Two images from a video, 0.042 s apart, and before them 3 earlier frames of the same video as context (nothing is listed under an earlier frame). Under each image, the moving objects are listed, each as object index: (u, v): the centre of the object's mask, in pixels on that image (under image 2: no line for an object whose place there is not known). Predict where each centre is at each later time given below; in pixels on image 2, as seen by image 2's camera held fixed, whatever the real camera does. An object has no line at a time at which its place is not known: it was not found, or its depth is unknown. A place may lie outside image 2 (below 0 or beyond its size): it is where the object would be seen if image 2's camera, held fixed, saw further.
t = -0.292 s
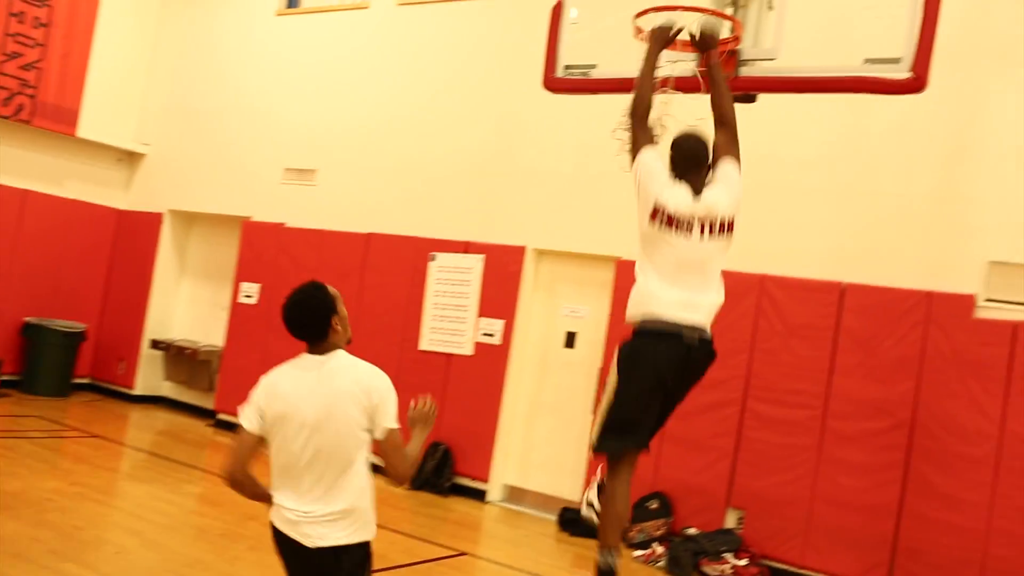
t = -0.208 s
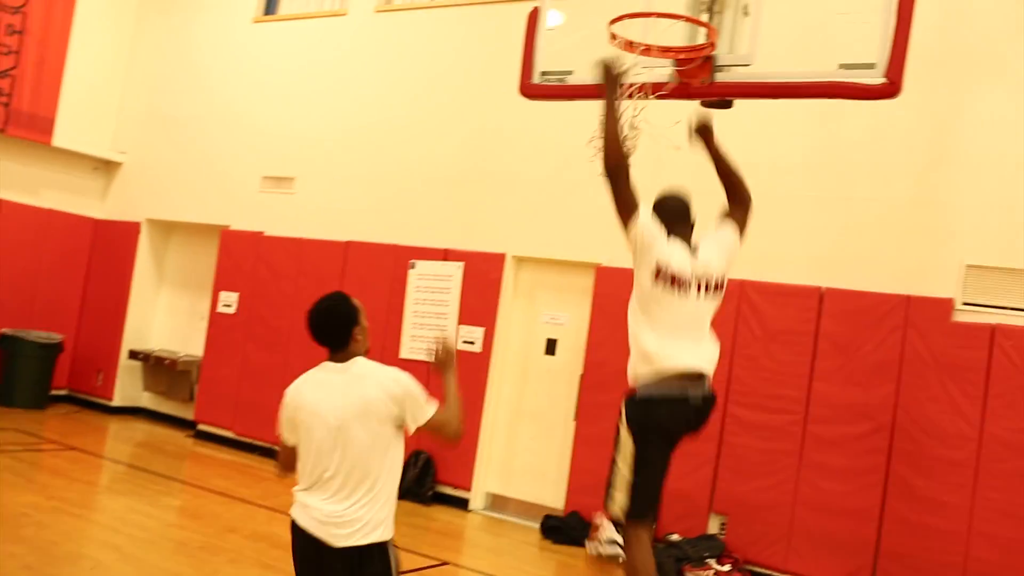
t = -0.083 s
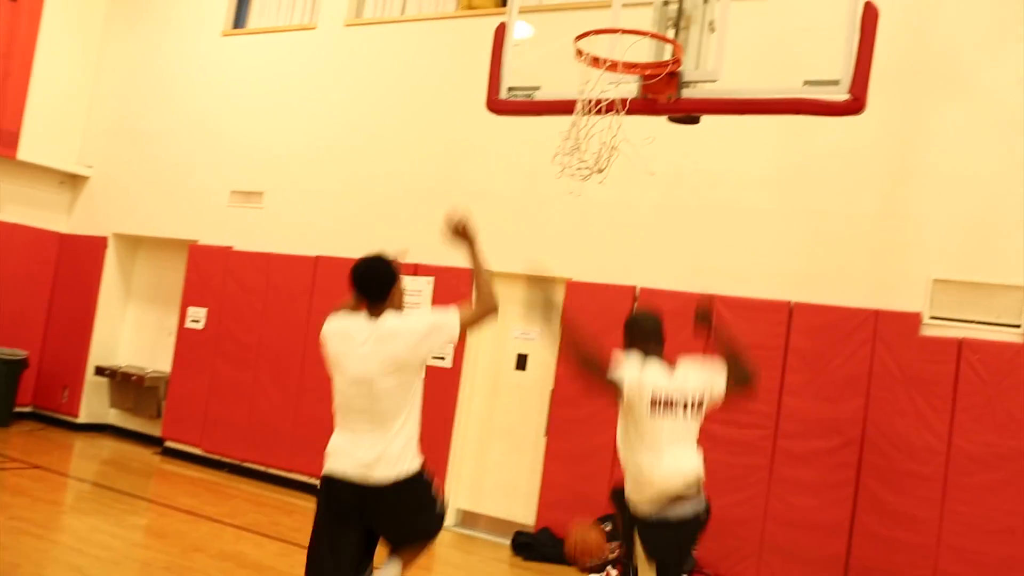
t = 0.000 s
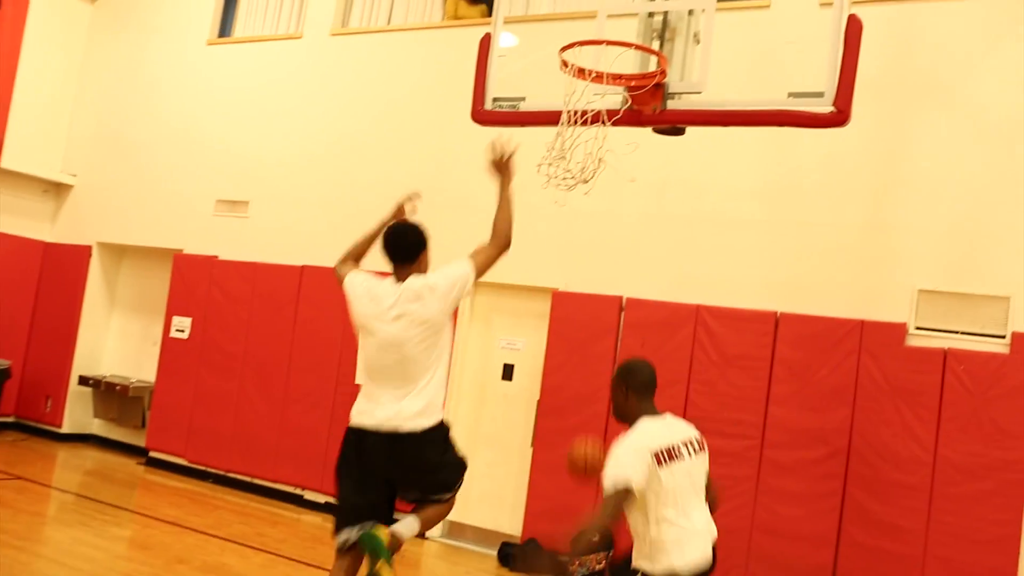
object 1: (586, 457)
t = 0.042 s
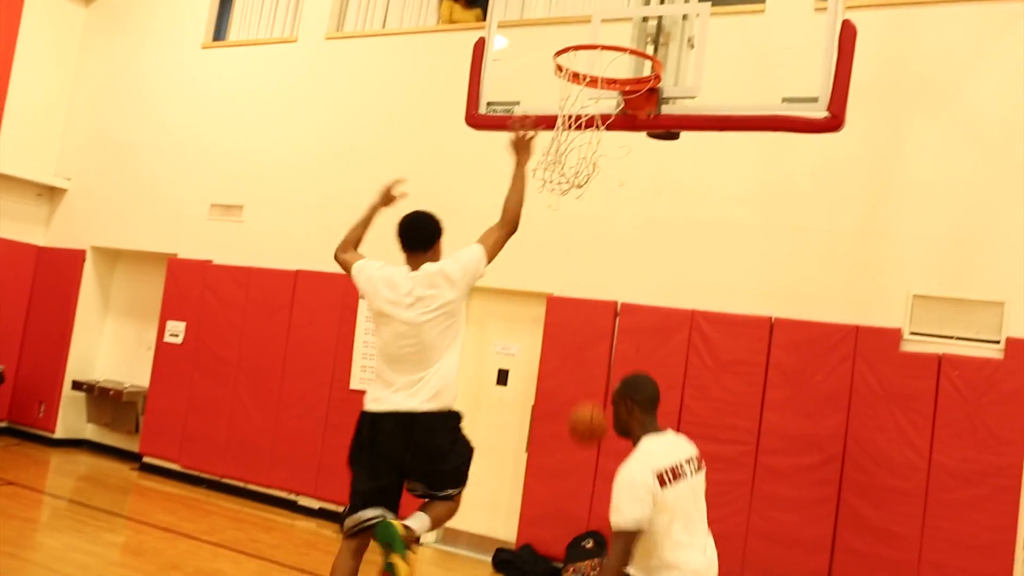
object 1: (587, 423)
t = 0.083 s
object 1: (594, 385)
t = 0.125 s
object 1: (601, 351)
